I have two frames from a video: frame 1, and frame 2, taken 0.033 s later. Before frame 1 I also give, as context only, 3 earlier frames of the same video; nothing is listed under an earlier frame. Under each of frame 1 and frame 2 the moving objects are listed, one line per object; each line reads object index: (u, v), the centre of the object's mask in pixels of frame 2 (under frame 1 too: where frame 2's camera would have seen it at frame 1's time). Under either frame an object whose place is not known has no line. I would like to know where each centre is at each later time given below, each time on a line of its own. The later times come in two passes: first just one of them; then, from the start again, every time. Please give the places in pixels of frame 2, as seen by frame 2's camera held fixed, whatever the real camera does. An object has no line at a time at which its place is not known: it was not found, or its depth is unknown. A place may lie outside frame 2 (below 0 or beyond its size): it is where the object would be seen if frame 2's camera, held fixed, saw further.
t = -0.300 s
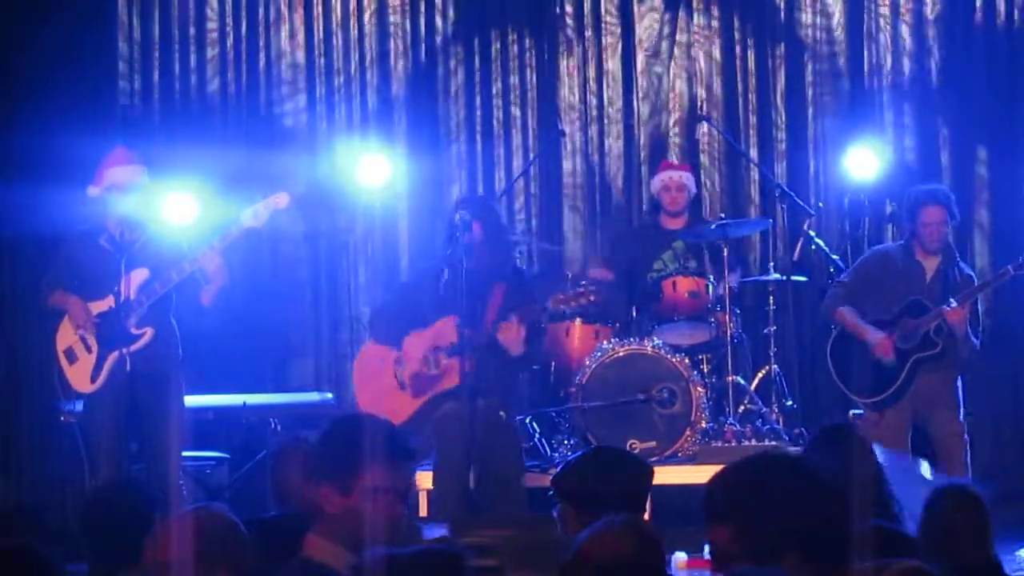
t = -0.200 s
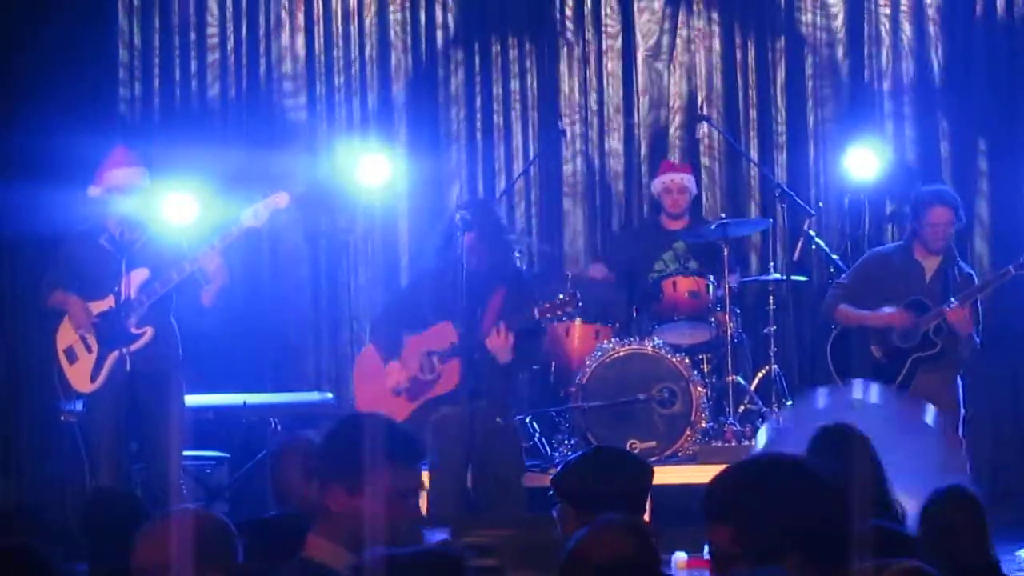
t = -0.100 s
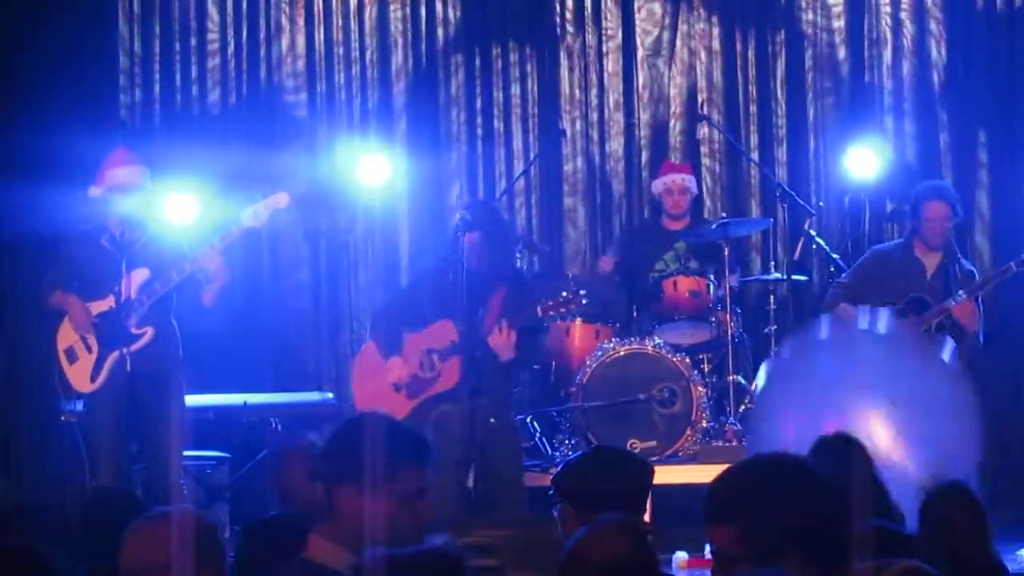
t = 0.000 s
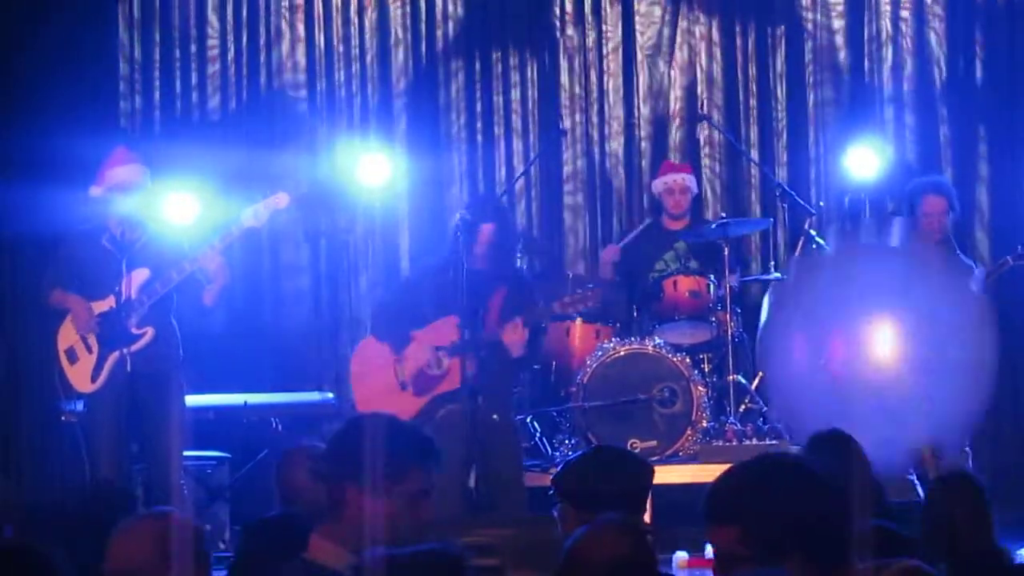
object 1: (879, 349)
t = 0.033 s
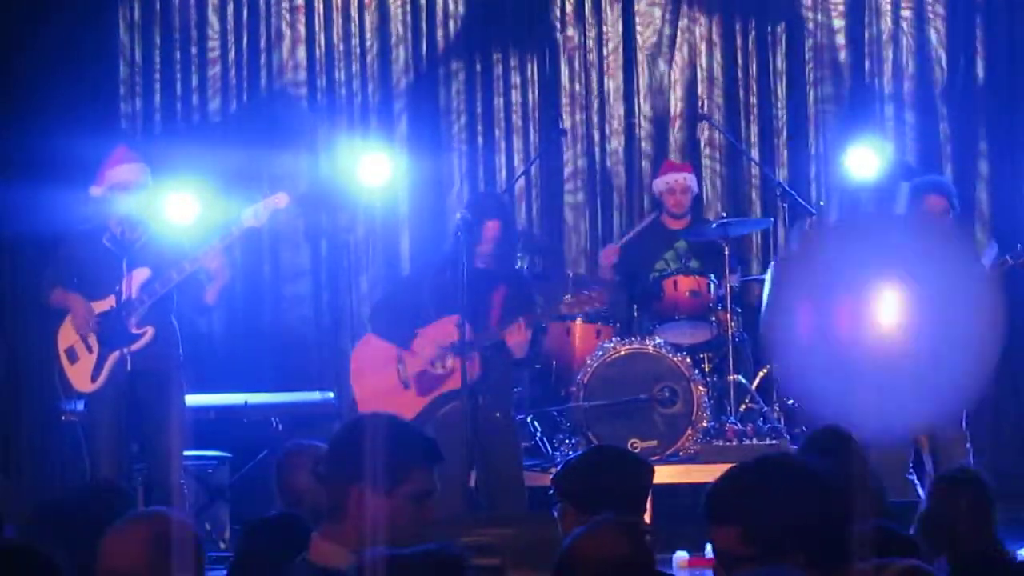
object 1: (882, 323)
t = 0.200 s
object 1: (914, 165)
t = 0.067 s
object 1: (889, 292)
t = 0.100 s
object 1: (894, 252)
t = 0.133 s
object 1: (903, 215)
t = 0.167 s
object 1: (907, 181)
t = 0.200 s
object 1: (914, 165)
